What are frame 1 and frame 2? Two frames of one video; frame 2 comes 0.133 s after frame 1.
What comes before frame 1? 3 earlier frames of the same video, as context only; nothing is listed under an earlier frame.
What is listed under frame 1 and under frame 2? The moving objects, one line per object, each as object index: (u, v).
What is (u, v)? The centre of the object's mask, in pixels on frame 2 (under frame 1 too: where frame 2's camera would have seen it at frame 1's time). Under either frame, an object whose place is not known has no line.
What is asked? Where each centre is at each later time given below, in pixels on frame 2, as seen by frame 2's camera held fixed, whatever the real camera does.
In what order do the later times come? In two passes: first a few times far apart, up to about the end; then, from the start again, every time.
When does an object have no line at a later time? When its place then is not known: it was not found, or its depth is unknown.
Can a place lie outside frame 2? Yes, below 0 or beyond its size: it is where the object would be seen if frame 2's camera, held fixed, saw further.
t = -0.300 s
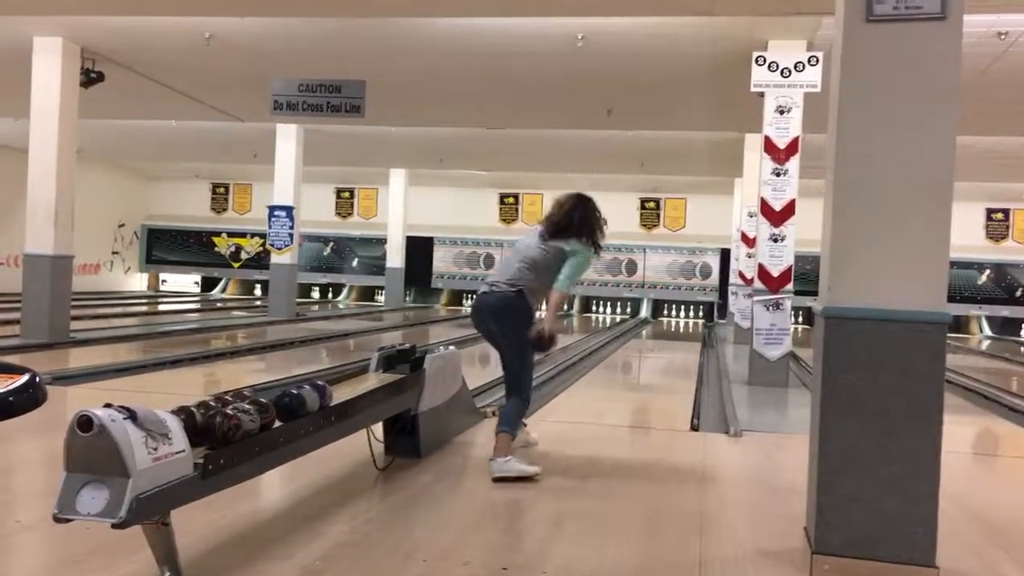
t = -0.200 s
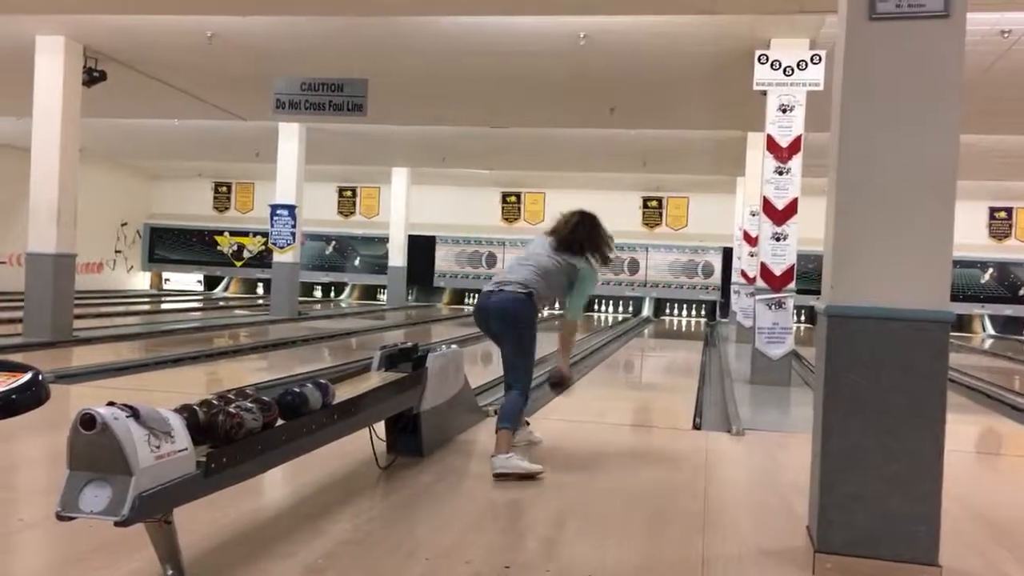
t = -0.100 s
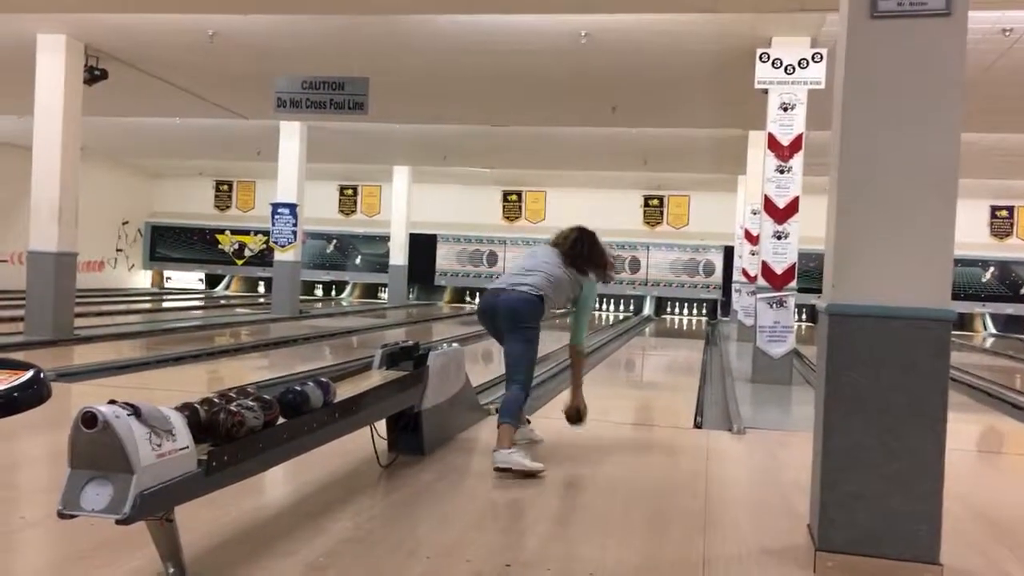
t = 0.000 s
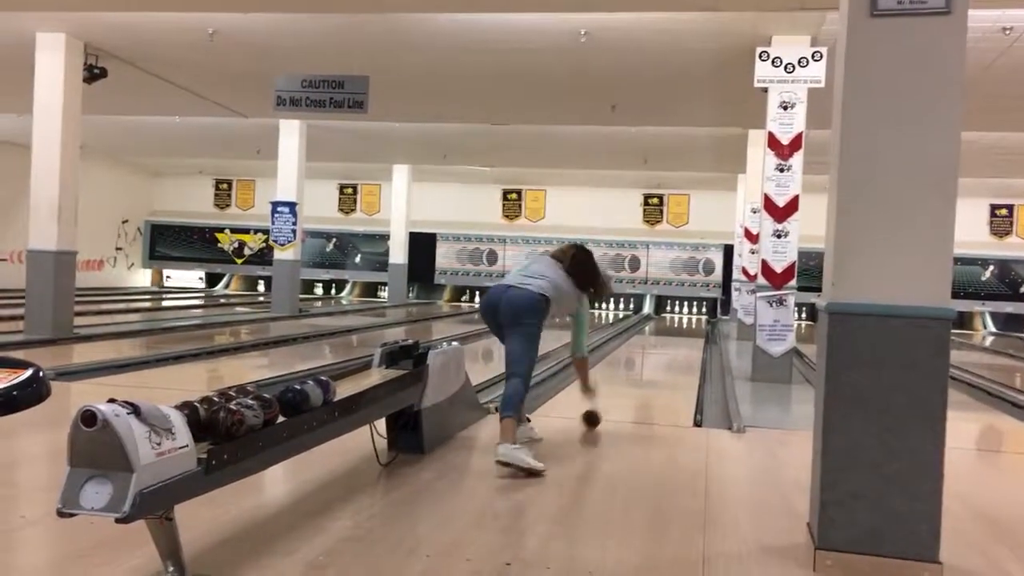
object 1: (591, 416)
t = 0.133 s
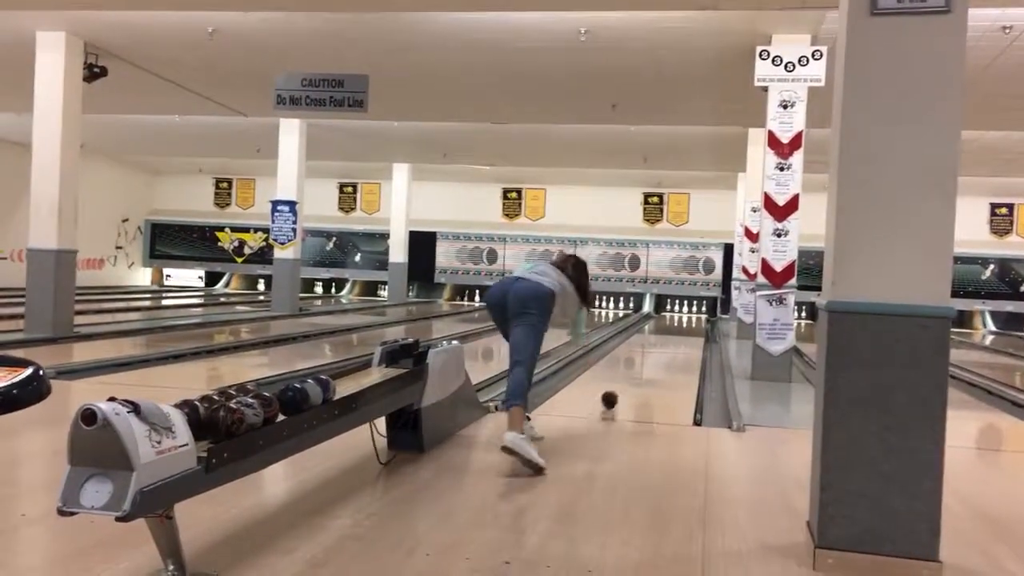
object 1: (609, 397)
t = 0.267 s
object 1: (623, 383)
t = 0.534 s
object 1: (642, 364)
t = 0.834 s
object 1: (657, 349)
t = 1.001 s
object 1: (663, 343)
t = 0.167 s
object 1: (613, 393)
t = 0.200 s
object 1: (616, 390)
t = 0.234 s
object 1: (620, 387)
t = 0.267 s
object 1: (623, 383)
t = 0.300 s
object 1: (626, 381)
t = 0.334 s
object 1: (629, 378)
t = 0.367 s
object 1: (631, 375)
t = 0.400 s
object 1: (634, 372)
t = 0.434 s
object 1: (636, 371)
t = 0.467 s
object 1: (638, 368)
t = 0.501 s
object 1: (641, 366)
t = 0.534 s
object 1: (642, 364)
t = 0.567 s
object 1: (644, 362)
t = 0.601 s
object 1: (646, 360)
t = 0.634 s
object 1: (648, 359)
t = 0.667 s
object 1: (650, 357)
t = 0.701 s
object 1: (651, 356)
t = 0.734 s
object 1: (653, 354)
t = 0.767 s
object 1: (654, 353)
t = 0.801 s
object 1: (656, 351)
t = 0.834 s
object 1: (657, 349)
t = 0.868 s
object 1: (658, 349)
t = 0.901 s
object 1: (659, 347)
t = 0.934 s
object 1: (661, 346)
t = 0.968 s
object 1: (661, 345)
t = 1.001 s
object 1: (663, 343)
